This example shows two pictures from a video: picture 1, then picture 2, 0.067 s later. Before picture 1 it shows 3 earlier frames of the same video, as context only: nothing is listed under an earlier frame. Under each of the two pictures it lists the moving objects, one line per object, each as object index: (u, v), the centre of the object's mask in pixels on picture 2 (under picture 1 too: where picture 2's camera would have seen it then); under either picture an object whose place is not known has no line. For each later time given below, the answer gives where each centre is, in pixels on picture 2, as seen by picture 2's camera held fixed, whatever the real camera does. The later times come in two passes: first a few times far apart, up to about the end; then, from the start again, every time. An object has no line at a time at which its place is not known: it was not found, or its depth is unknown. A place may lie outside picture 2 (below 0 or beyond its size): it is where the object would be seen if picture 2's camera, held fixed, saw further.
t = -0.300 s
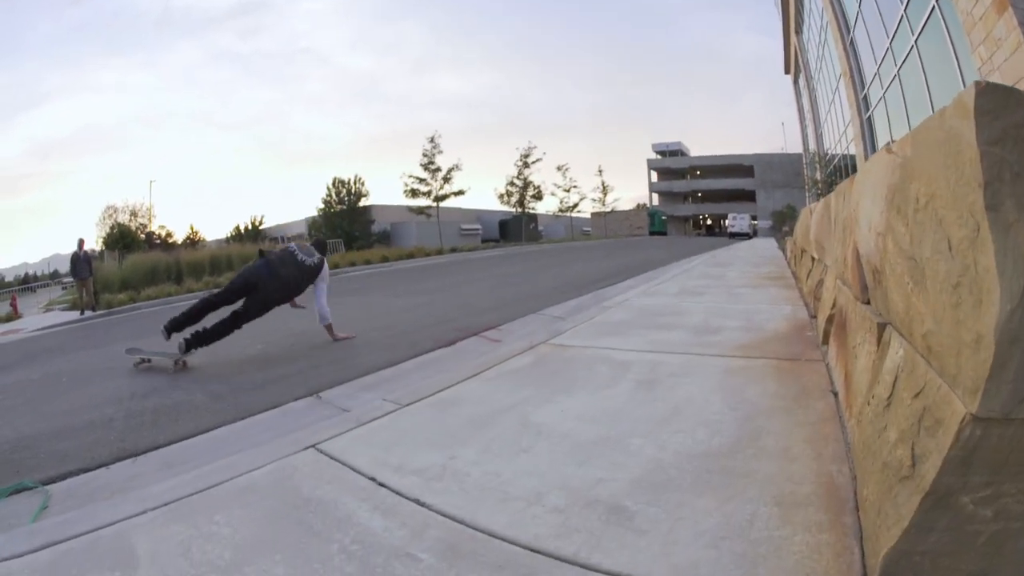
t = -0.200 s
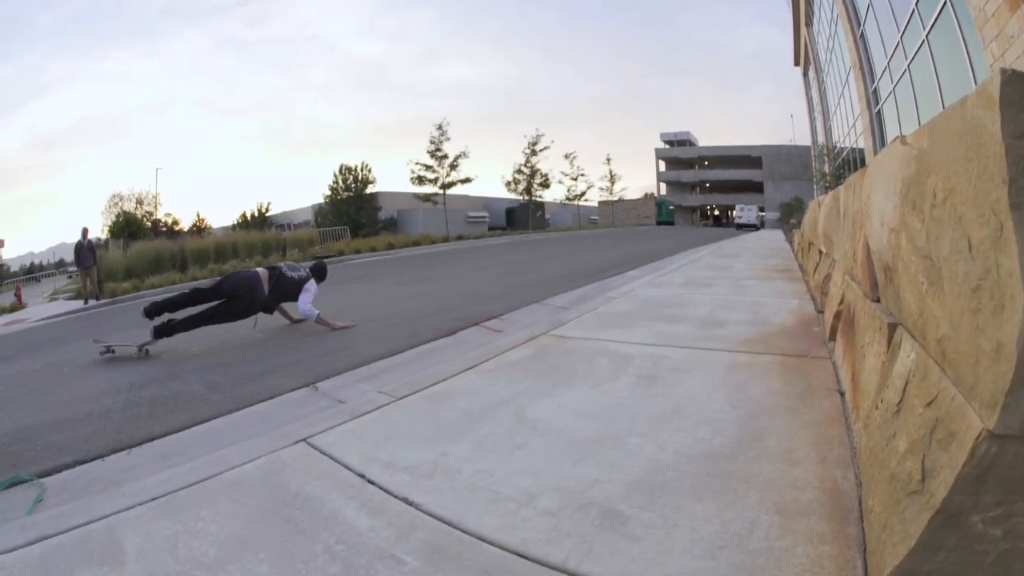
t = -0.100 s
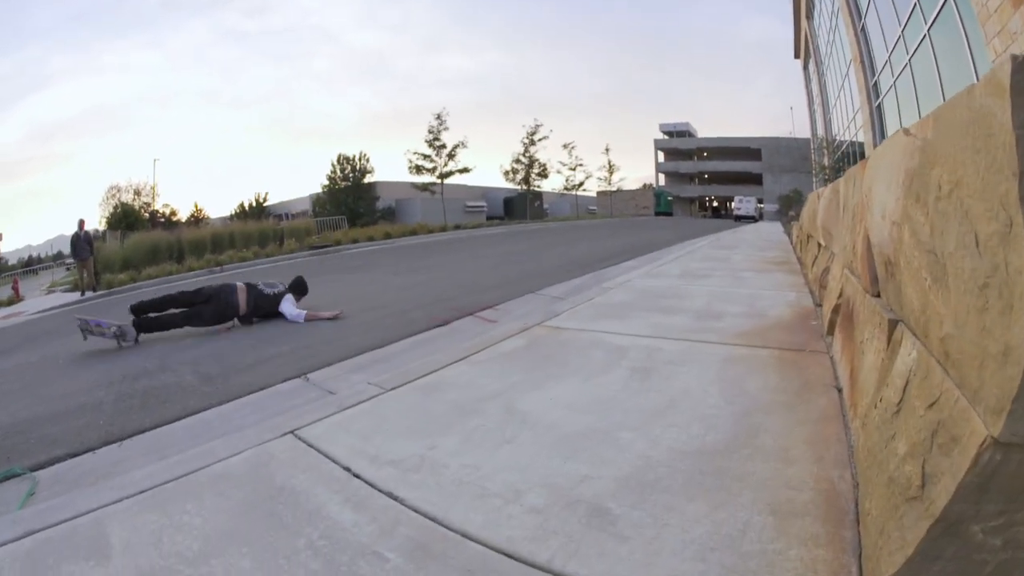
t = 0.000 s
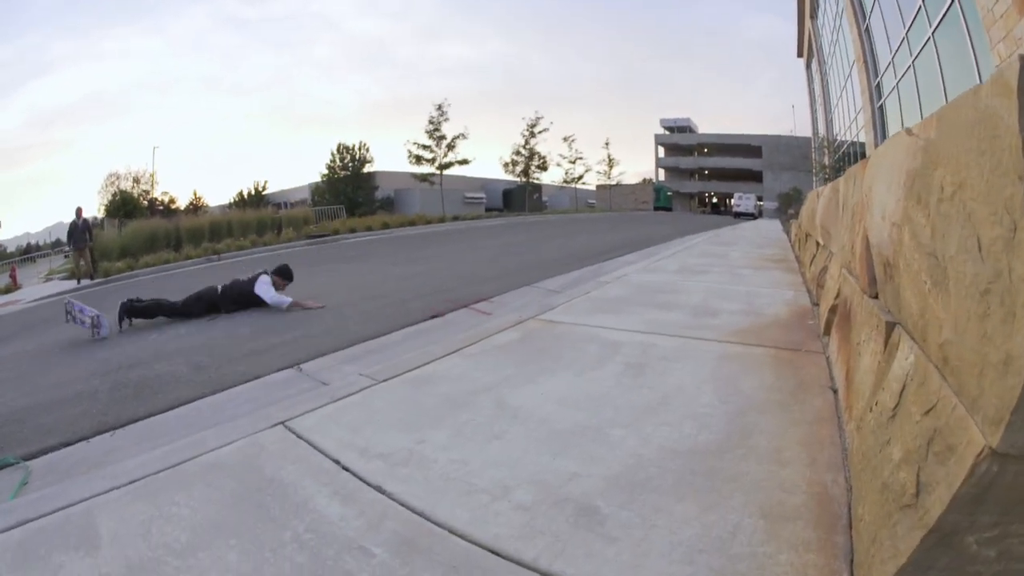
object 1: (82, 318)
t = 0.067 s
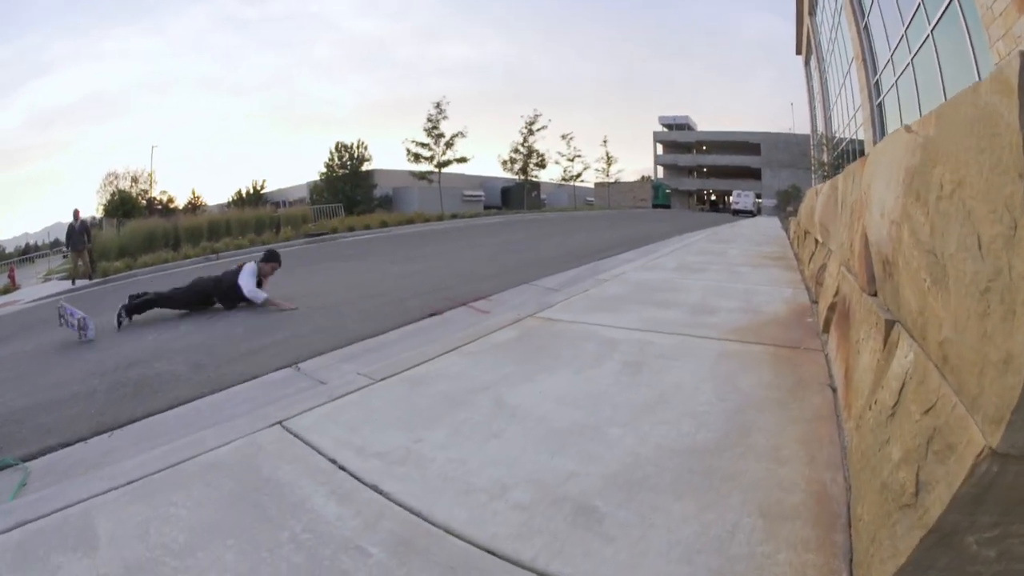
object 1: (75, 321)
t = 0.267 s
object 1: (54, 325)
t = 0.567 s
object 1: (44, 326)
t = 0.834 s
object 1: (46, 328)
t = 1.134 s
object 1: (46, 325)
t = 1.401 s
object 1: (44, 324)
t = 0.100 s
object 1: (73, 323)
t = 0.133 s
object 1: (69, 326)
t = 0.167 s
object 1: (66, 325)
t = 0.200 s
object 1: (62, 324)
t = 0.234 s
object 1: (58, 324)
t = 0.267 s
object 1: (54, 325)
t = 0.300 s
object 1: (51, 326)
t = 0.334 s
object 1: (50, 325)
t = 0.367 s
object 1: (48, 325)
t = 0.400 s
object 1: (47, 324)
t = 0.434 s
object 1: (46, 325)
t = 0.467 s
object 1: (45, 324)
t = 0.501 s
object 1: (45, 325)
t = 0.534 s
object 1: (44, 325)
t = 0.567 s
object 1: (44, 326)
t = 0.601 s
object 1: (42, 328)
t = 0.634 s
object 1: (43, 330)
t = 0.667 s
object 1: (42, 329)
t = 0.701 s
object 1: (43, 328)
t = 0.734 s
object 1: (44, 328)
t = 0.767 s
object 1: (44, 328)
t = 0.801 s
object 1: (45, 328)
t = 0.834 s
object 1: (46, 328)
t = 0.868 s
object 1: (47, 328)
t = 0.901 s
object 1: (47, 327)
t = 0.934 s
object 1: (47, 328)
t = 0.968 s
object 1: (46, 327)
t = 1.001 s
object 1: (47, 327)
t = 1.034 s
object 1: (47, 326)
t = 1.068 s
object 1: (46, 326)
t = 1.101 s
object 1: (46, 326)
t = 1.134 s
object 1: (46, 325)
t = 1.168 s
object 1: (45, 325)
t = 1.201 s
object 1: (44, 324)
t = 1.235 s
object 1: (44, 324)
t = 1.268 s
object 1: (44, 324)
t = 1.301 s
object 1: (44, 324)
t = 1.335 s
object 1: (44, 324)
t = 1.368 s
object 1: (44, 324)
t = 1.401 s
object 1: (44, 324)
